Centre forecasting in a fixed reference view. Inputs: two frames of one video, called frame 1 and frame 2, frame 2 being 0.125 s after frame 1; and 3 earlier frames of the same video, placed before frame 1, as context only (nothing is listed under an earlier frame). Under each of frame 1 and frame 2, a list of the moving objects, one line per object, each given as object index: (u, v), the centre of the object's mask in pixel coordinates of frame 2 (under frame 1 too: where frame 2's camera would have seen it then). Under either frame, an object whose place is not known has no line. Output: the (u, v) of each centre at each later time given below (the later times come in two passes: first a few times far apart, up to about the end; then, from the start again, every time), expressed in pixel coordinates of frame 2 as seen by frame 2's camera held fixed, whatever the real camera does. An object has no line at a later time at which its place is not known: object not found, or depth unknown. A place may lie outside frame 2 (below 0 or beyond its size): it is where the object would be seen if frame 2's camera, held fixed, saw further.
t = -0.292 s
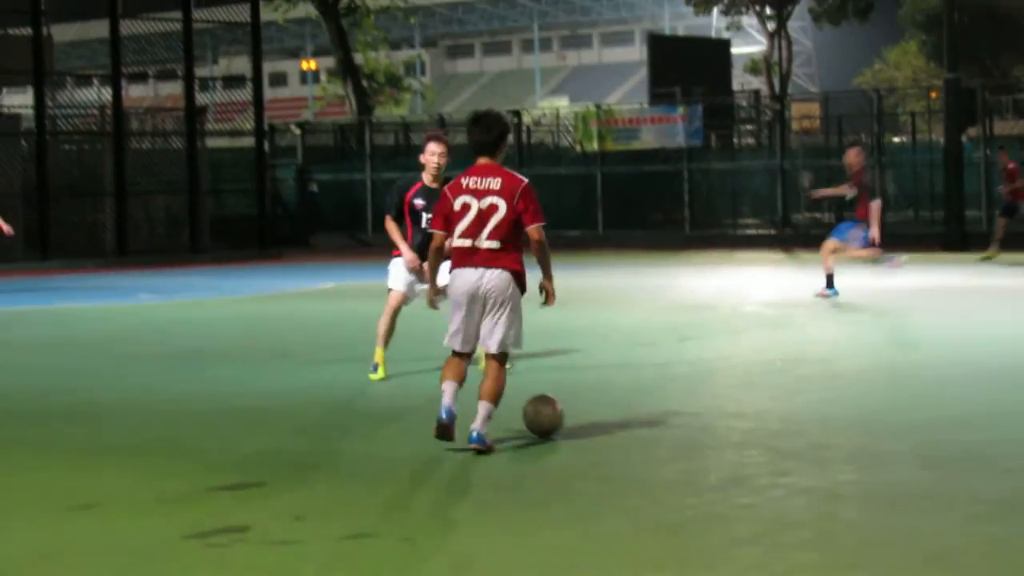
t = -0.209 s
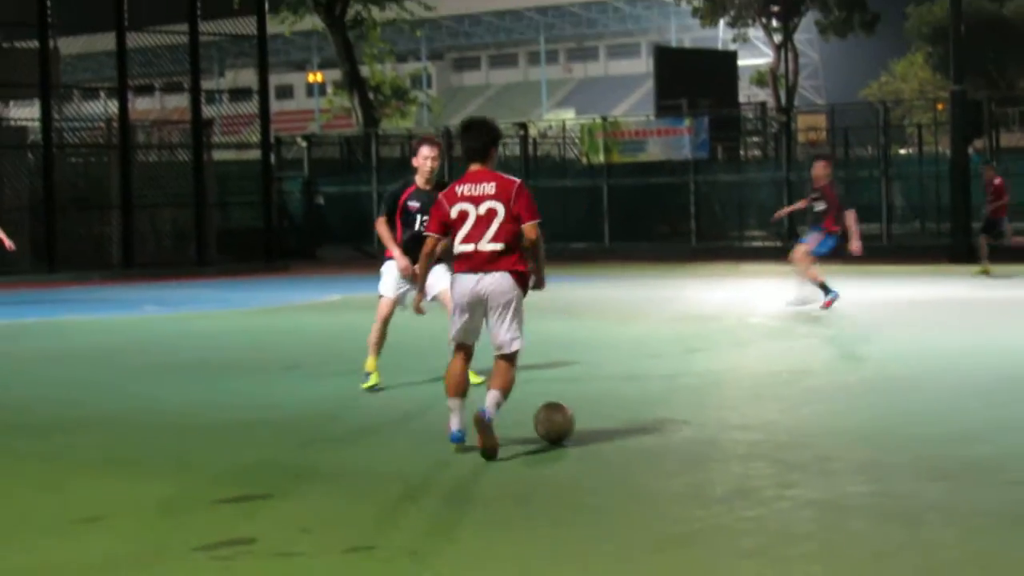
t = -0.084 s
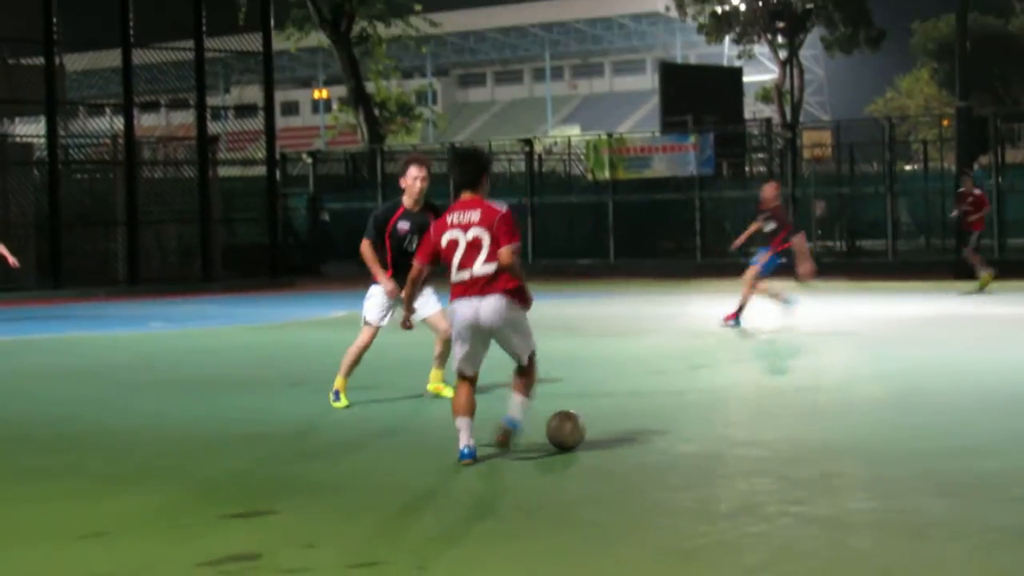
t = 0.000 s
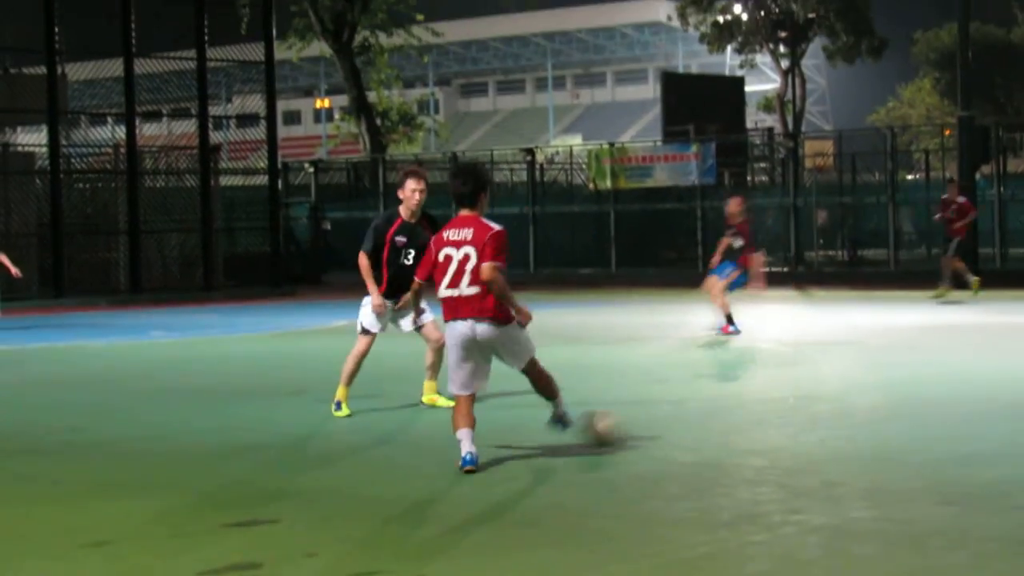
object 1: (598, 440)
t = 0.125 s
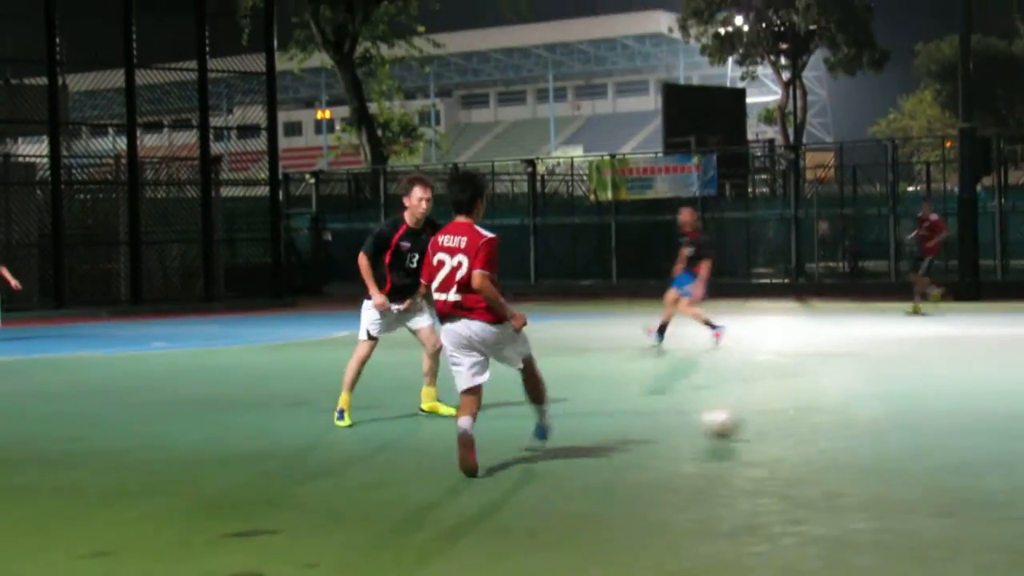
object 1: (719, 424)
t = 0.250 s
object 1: (816, 413)
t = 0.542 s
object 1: (963, 388)
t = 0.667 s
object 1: (1011, 380)
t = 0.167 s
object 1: (755, 420)
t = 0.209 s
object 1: (787, 417)
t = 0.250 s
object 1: (816, 413)
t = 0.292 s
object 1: (844, 410)
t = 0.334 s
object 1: (867, 404)
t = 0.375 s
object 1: (887, 400)
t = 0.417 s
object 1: (906, 398)
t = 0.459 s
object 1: (926, 396)
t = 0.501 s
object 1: (945, 390)
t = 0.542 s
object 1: (963, 388)
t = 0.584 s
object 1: (979, 388)
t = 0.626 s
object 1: (996, 383)
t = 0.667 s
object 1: (1011, 380)
